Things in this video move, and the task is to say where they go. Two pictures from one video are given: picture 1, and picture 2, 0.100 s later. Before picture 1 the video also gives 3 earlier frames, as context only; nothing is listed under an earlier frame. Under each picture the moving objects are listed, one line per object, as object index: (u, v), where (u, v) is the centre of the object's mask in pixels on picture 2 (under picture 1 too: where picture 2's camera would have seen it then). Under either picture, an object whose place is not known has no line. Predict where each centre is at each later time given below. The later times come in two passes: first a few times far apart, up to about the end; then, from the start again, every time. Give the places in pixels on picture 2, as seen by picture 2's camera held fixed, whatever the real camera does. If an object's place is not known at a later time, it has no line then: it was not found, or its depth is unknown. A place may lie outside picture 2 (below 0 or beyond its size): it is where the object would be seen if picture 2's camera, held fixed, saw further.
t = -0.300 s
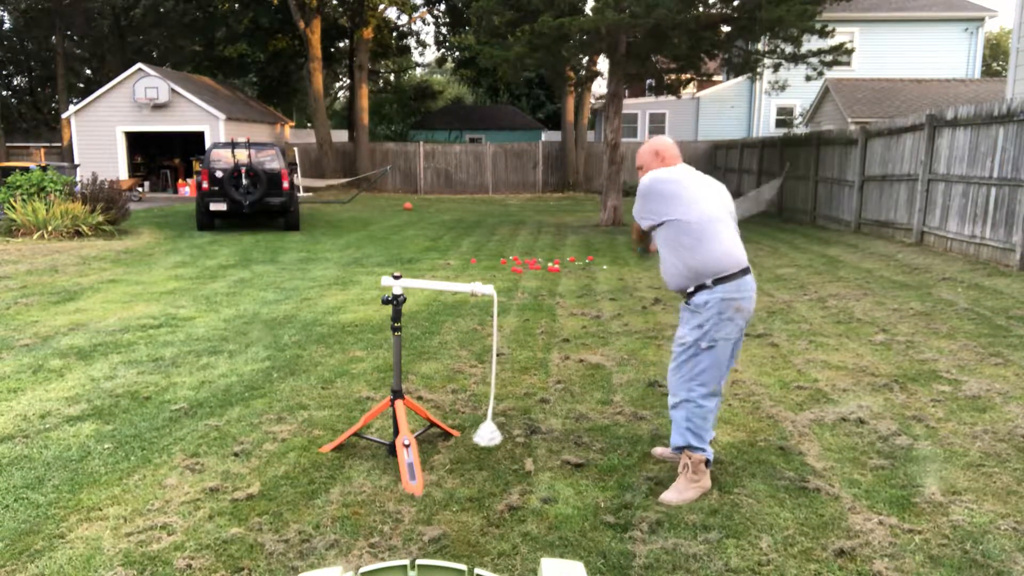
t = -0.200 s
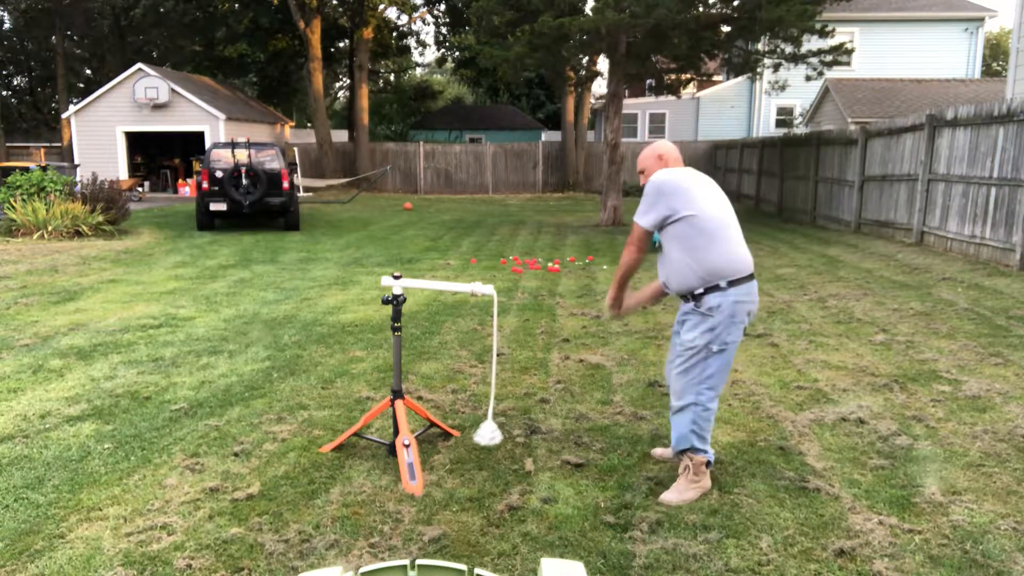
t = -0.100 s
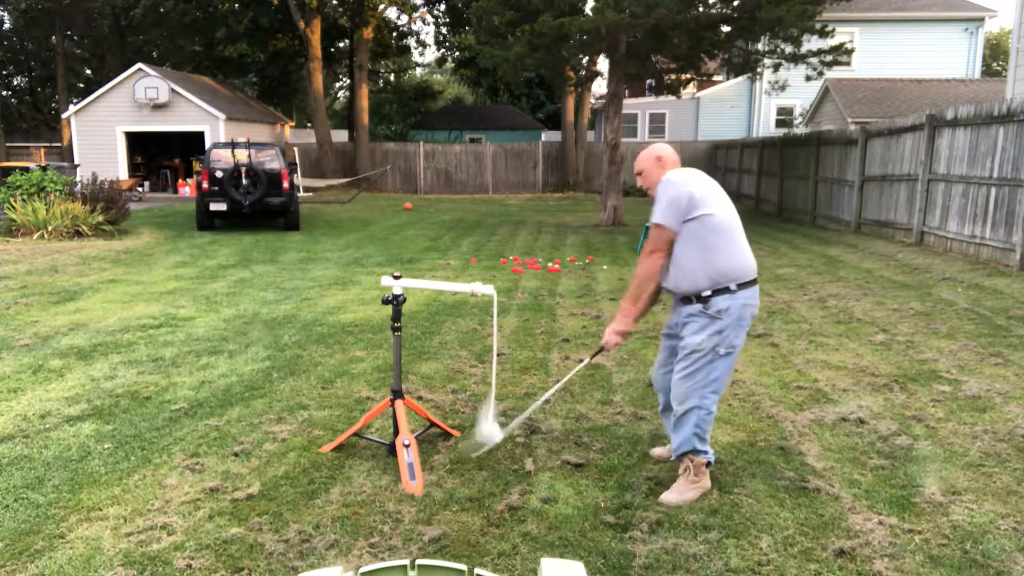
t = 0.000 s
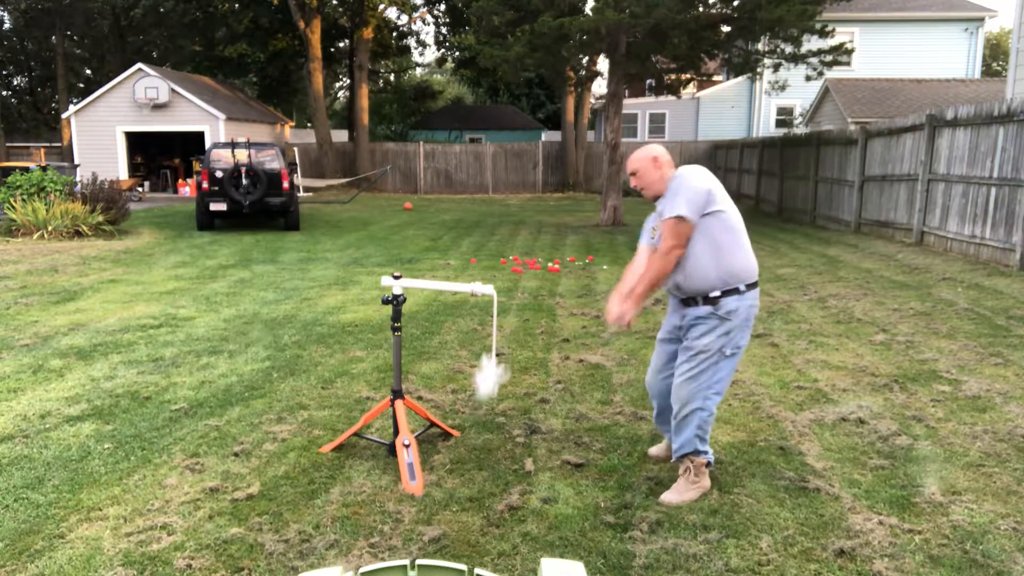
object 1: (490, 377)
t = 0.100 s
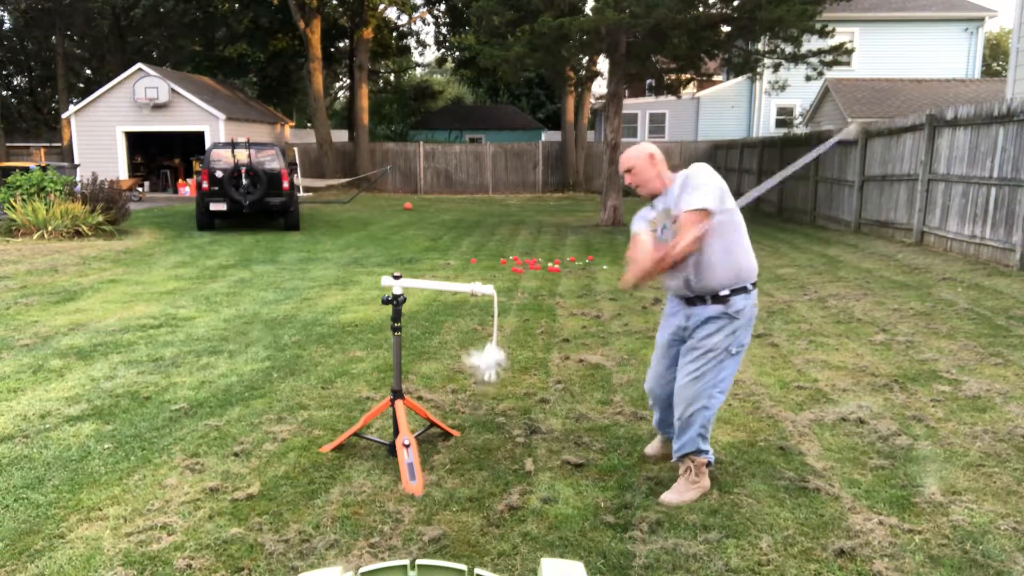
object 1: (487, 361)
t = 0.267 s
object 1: (479, 380)
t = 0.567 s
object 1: (488, 432)
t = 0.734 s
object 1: (493, 421)
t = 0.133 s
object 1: (485, 361)
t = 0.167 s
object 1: (484, 362)
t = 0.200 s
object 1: (482, 366)
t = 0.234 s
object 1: (481, 372)
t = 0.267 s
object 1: (479, 380)
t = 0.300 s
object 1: (477, 389)
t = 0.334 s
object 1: (474, 402)
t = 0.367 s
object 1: (472, 420)
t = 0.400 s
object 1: (472, 431)
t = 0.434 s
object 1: (475, 437)
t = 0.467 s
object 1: (480, 437)
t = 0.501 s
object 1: (484, 435)
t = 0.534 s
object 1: (486, 432)
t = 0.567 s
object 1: (488, 432)
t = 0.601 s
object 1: (490, 432)
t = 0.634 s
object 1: (491, 431)
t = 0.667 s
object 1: (492, 428)
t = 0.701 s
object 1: (492, 425)
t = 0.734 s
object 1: (493, 421)
